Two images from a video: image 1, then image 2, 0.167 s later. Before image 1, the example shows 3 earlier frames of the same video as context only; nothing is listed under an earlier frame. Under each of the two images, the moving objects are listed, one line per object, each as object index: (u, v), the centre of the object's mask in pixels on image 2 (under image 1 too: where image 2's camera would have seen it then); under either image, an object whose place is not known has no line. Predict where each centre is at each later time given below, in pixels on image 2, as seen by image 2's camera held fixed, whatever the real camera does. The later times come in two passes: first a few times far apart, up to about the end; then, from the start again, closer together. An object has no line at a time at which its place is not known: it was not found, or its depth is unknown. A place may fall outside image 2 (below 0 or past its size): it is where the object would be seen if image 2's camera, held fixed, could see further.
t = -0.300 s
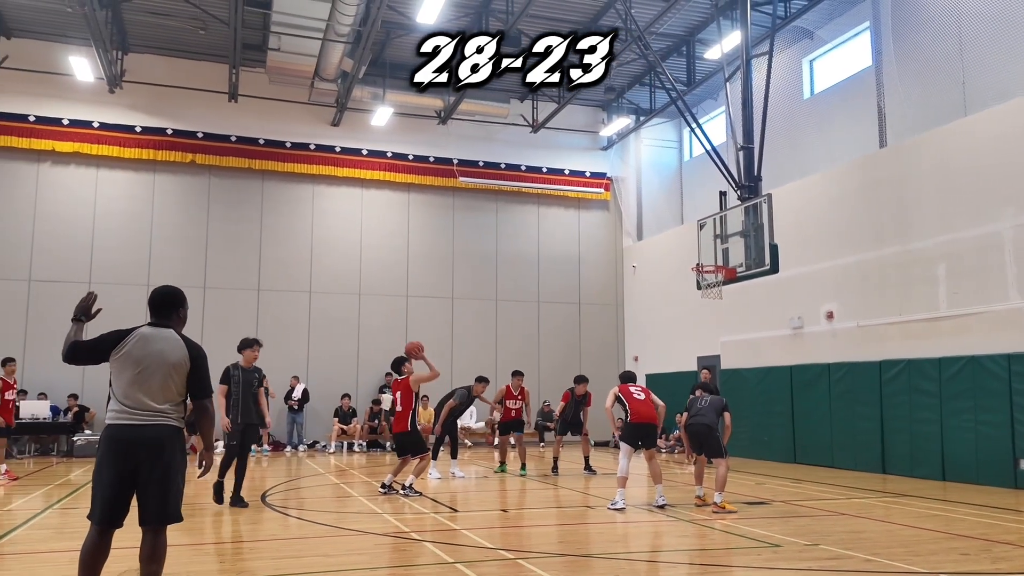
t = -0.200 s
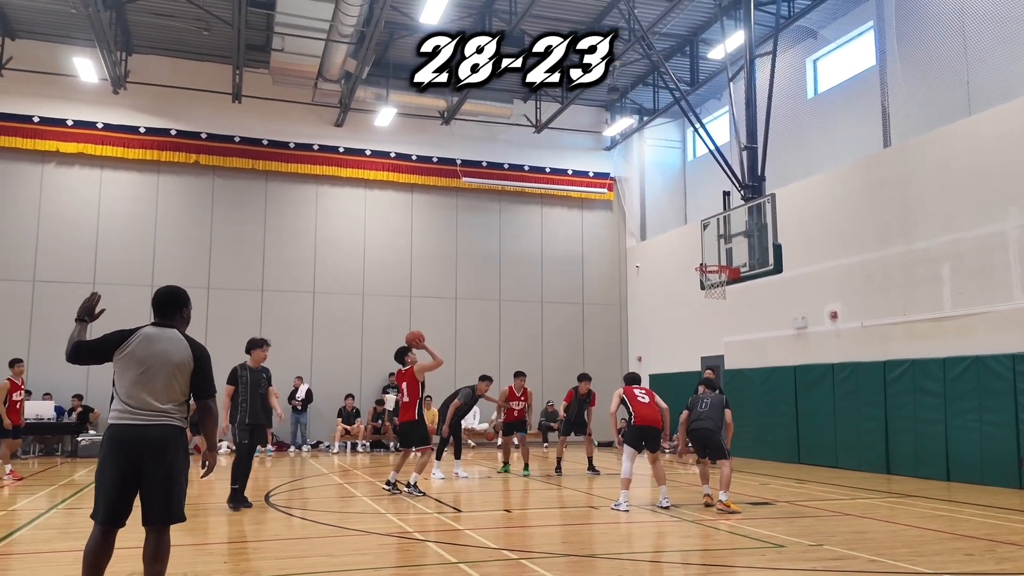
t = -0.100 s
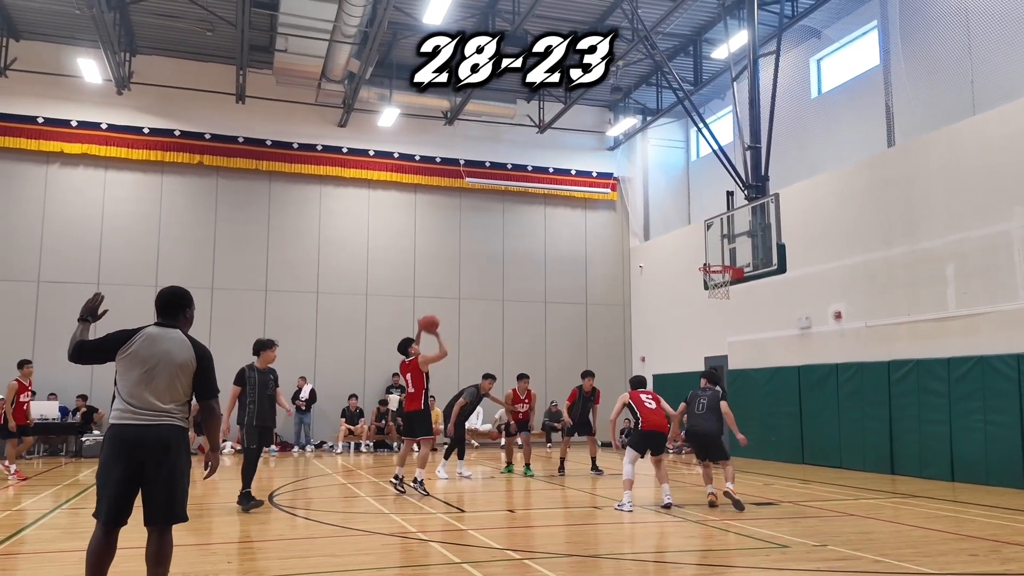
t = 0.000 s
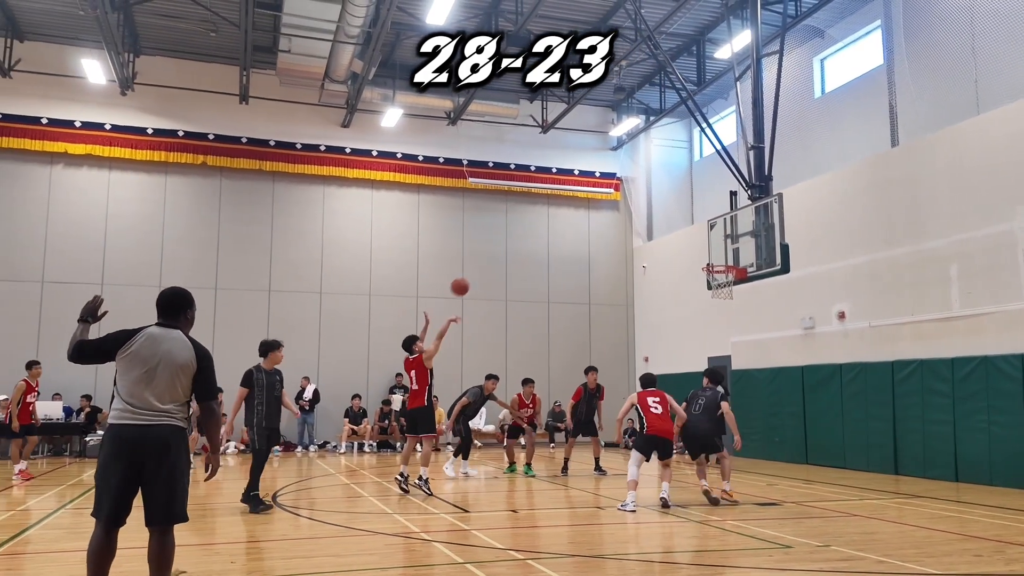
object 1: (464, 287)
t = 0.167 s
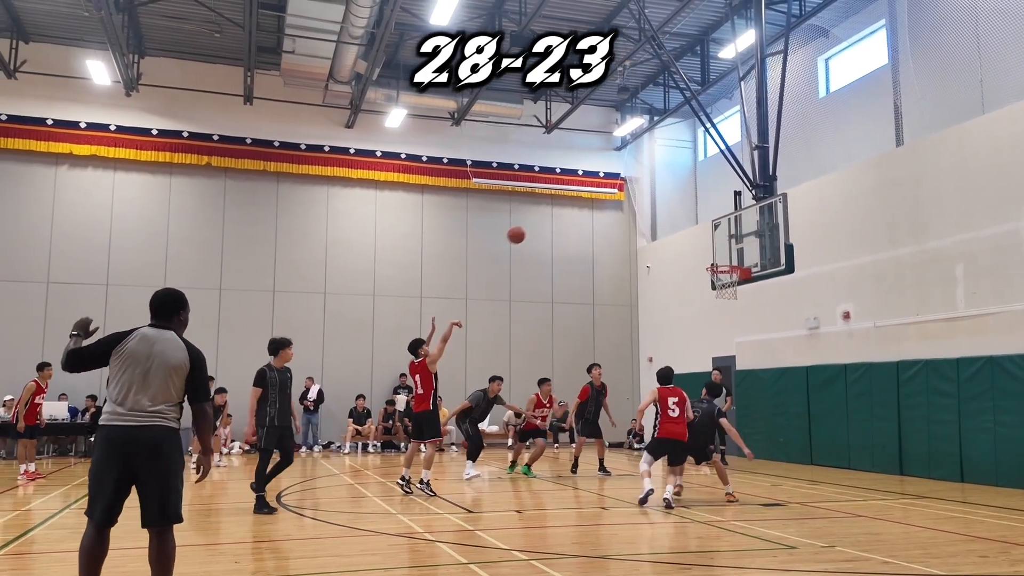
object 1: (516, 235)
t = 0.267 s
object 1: (546, 214)
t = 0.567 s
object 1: (630, 196)
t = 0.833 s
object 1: (702, 230)
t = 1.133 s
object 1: (697, 230)
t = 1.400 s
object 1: (640, 217)
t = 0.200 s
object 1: (526, 227)
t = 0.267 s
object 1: (546, 214)
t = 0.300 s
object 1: (556, 209)
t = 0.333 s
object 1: (565, 204)
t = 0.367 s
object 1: (574, 202)
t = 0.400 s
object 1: (584, 198)
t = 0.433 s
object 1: (593, 196)
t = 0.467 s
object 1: (602, 195)
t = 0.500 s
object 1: (612, 195)
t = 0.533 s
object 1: (621, 195)
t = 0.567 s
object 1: (630, 196)
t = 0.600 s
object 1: (639, 197)
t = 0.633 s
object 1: (648, 200)
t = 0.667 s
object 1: (657, 203)
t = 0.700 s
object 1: (666, 207)
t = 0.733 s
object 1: (675, 211)
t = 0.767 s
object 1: (684, 217)
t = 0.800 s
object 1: (693, 223)
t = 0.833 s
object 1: (702, 230)
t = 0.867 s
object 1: (710, 237)
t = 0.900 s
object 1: (719, 245)
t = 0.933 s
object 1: (727, 255)
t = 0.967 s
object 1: (735, 261)
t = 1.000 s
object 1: (727, 255)
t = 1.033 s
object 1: (720, 248)
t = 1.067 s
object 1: (712, 241)
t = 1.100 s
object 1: (705, 235)
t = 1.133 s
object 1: (697, 230)
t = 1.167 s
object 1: (690, 226)
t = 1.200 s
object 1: (683, 223)
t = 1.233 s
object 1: (675, 220)
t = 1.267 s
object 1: (668, 218)
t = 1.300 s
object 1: (661, 217)
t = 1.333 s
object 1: (654, 216)
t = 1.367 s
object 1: (647, 216)
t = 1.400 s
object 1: (640, 217)
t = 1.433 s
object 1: (633, 219)
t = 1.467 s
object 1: (626, 221)
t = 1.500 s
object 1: (619, 224)
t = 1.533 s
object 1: (612, 228)
